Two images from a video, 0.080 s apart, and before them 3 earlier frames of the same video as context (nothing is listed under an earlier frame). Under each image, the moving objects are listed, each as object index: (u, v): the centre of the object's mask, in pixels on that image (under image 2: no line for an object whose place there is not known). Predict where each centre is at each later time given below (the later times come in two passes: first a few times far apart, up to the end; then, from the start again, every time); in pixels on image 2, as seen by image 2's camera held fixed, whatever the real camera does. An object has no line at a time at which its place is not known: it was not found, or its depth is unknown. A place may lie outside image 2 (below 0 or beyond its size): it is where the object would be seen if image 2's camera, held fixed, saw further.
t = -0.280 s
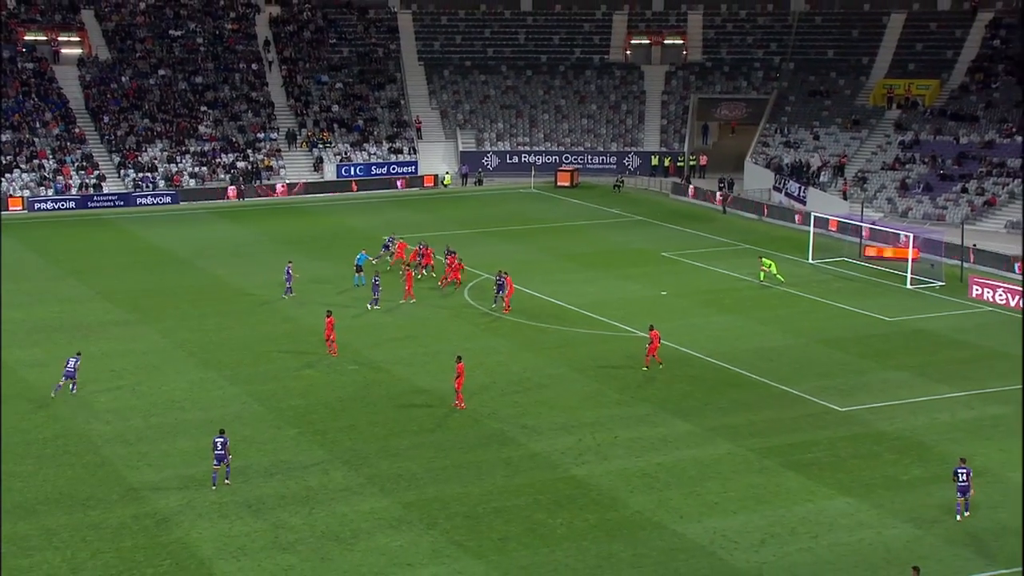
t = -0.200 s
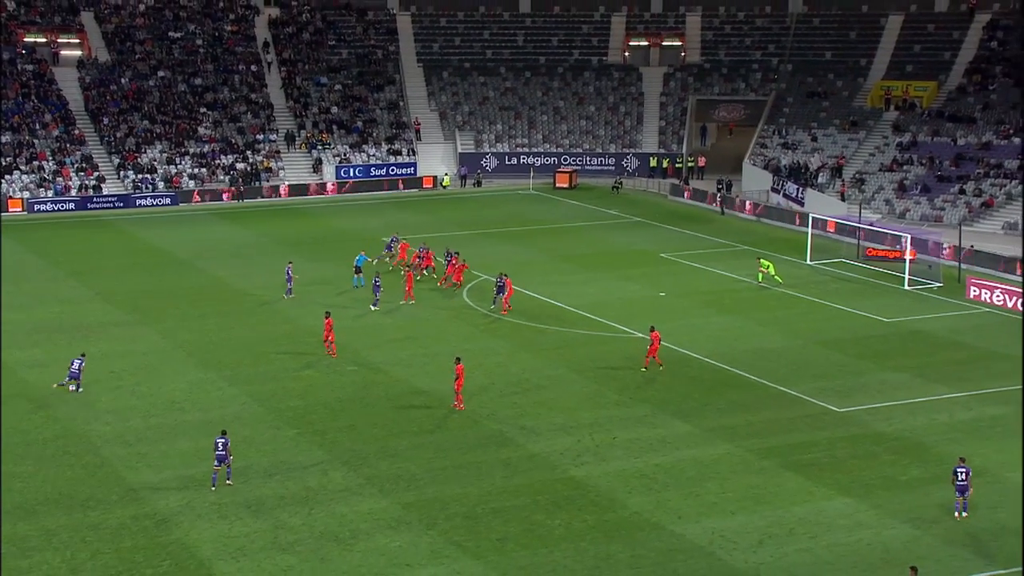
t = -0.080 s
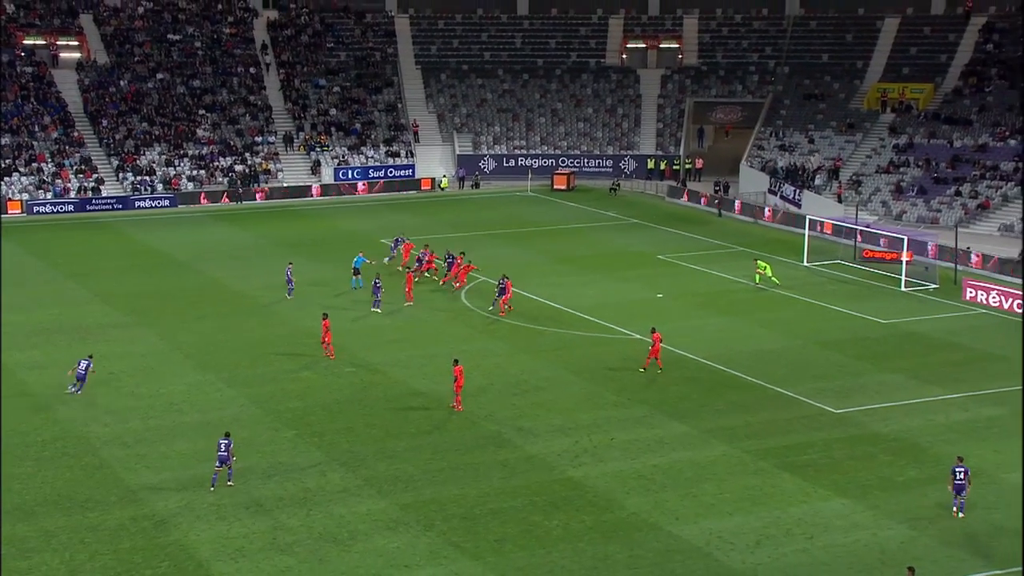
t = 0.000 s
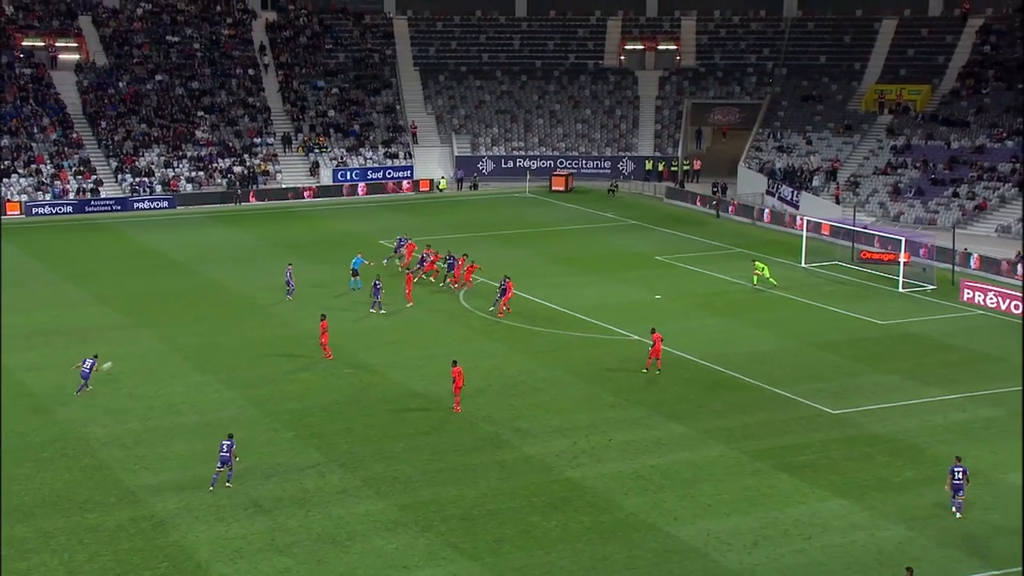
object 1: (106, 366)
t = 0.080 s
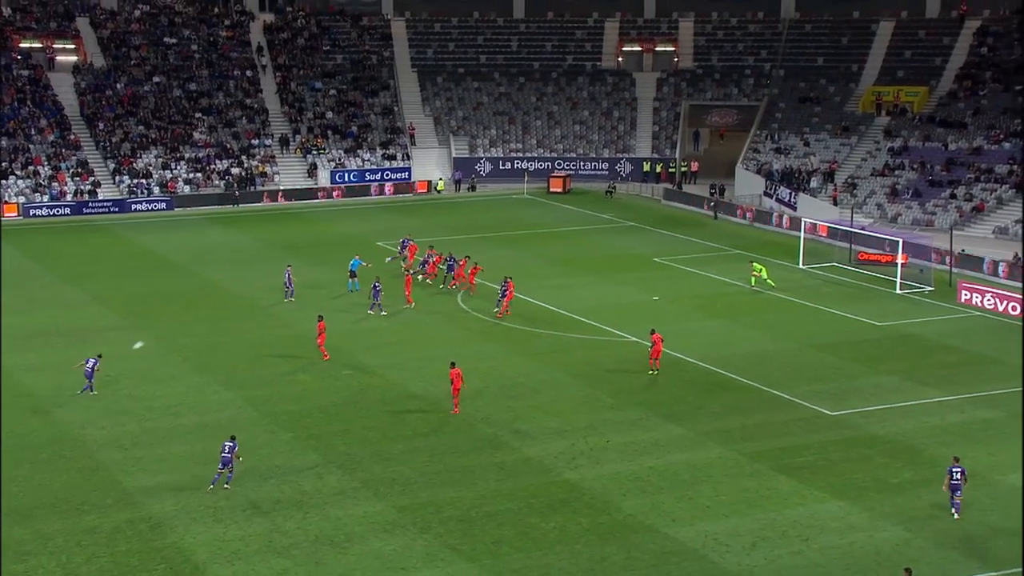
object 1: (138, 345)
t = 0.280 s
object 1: (211, 299)
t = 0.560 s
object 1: (294, 254)
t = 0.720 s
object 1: (331, 236)
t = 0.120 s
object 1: (153, 335)
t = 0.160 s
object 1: (169, 325)
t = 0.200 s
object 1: (184, 316)
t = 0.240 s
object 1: (198, 307)
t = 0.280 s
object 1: (211, 299)
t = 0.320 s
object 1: (224, 292)
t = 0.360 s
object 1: (237, 284)
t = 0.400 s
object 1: (250, 277)
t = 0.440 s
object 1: (261, 271)
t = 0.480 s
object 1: (273, 265)
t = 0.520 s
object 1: (284, 259)
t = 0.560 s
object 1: (294, 254)
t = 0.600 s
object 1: (304, 249)
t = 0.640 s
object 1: (313, 244)
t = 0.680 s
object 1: (323, 240)
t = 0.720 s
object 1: (331, 236)
